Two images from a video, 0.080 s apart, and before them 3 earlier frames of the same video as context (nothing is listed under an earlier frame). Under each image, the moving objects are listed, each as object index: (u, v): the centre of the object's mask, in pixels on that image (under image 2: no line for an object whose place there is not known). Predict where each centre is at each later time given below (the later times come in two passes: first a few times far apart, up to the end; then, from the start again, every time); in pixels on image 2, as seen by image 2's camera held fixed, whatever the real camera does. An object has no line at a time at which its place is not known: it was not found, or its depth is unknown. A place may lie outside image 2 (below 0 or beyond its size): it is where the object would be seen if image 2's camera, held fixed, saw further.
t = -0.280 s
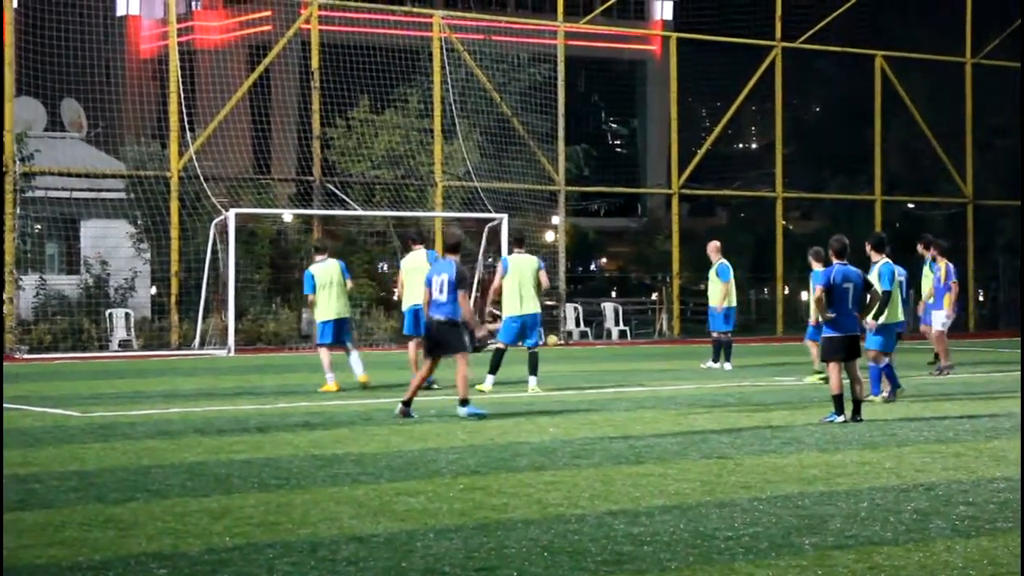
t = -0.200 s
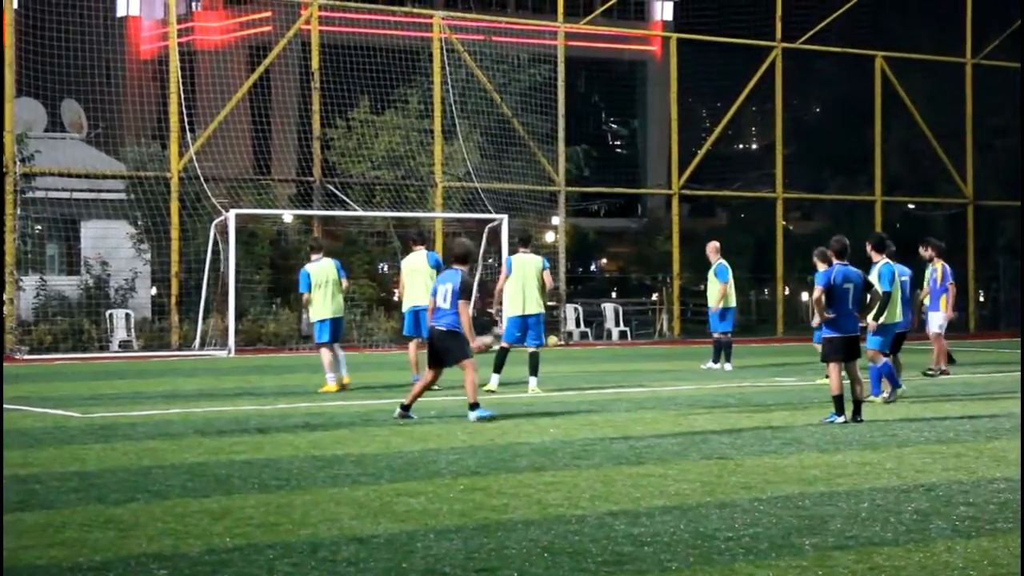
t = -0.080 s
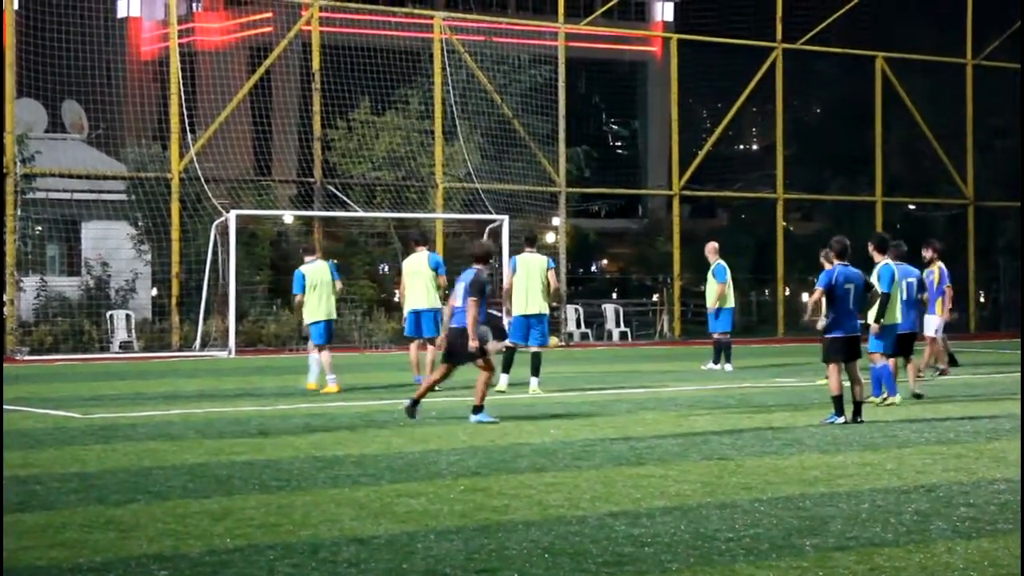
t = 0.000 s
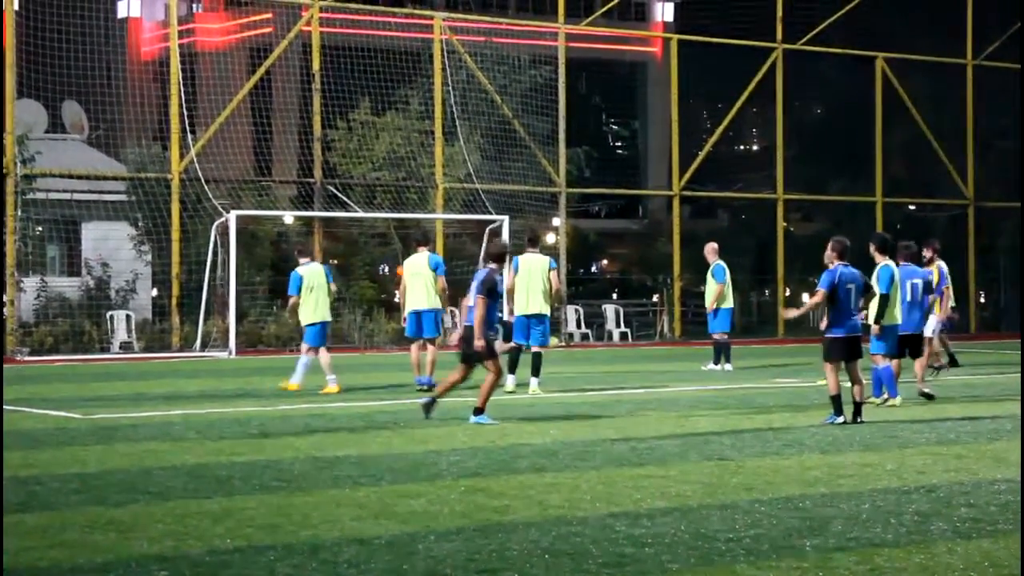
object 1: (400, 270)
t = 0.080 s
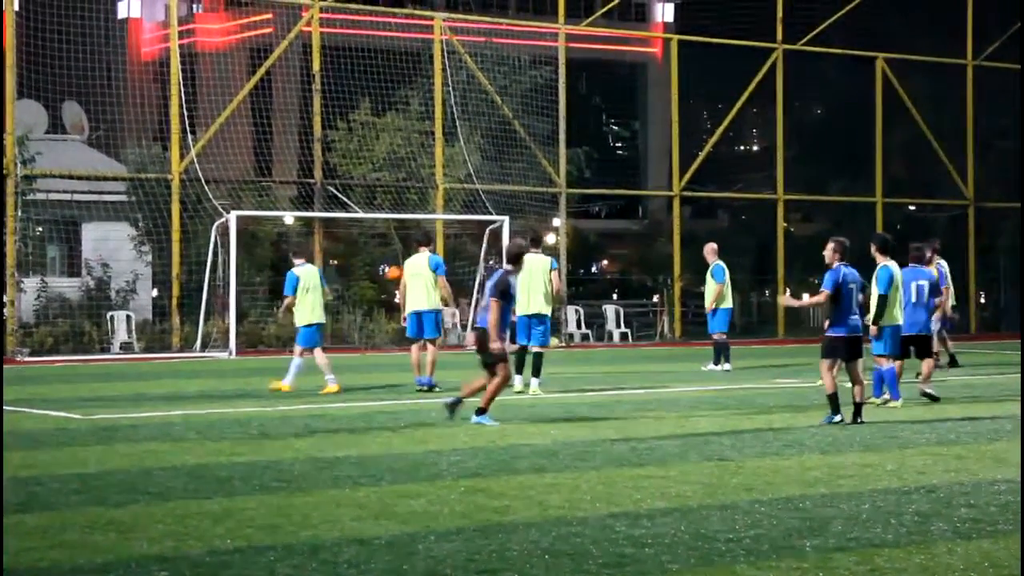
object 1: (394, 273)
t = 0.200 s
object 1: (376, 282)
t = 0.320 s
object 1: (358, 301)
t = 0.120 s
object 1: (387, 275)
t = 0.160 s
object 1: (382, 278)
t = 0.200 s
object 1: (376, 282)
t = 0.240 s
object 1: (370, 288)
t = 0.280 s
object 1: (364, 294)
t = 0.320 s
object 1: (358, 301)
